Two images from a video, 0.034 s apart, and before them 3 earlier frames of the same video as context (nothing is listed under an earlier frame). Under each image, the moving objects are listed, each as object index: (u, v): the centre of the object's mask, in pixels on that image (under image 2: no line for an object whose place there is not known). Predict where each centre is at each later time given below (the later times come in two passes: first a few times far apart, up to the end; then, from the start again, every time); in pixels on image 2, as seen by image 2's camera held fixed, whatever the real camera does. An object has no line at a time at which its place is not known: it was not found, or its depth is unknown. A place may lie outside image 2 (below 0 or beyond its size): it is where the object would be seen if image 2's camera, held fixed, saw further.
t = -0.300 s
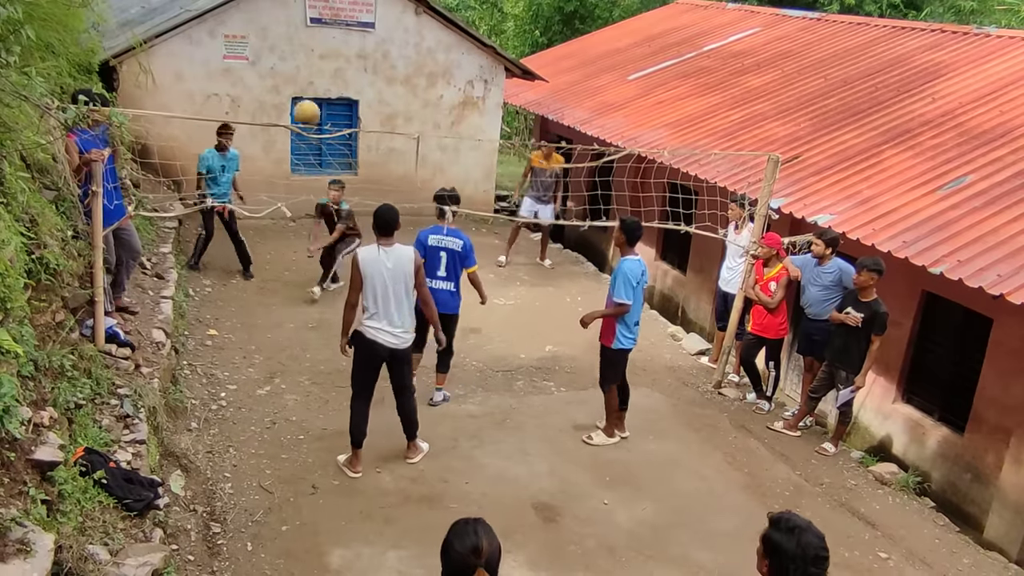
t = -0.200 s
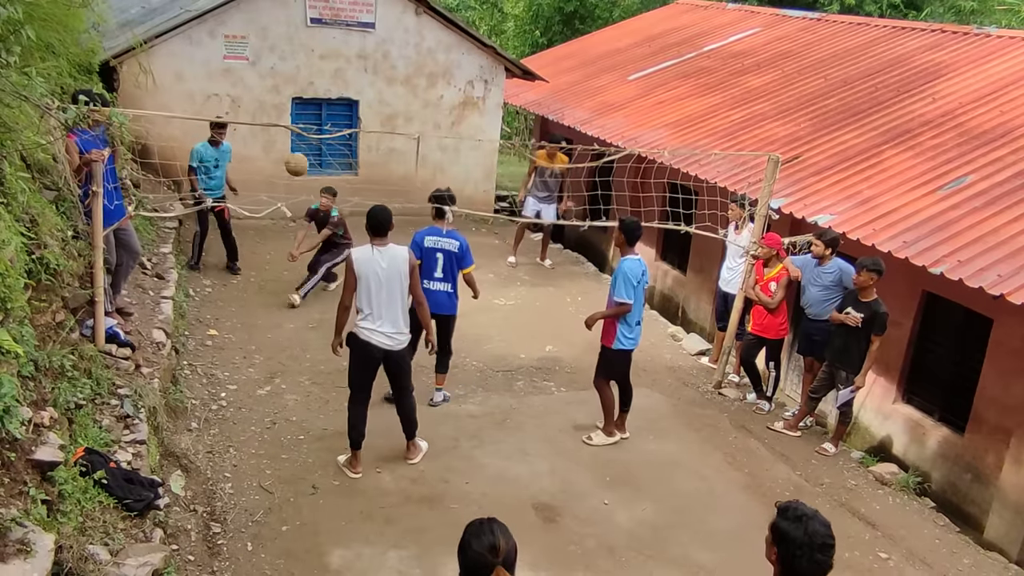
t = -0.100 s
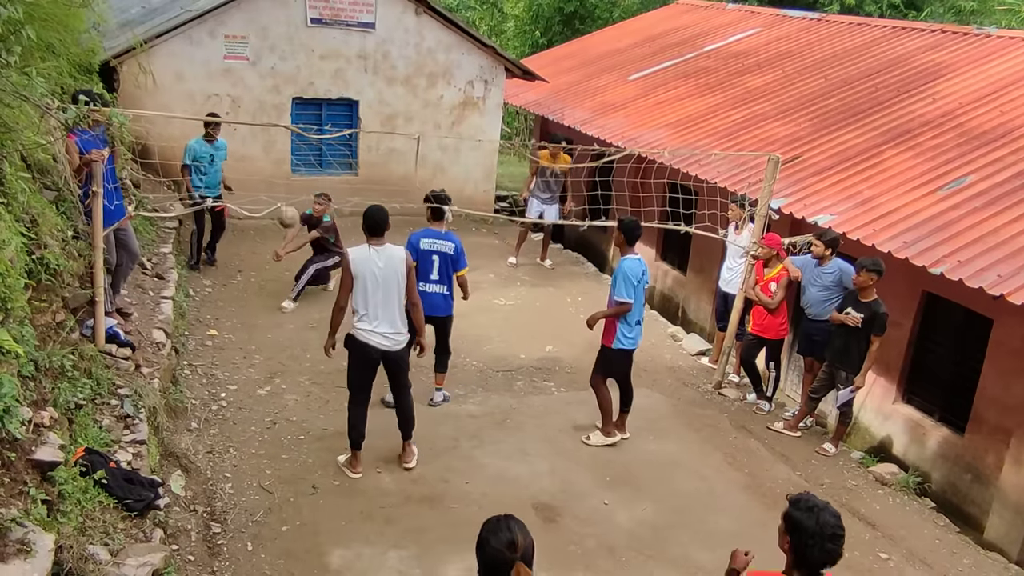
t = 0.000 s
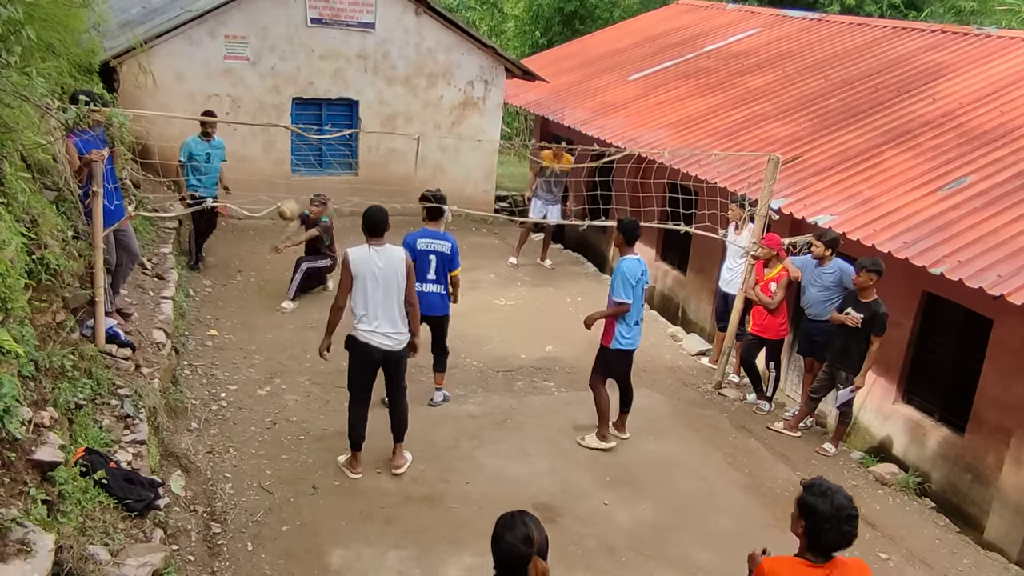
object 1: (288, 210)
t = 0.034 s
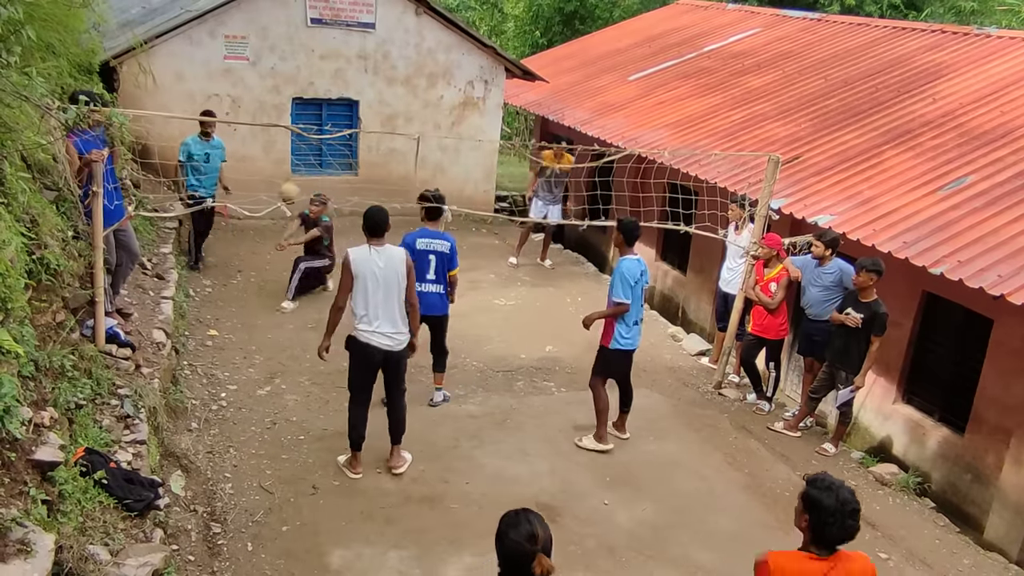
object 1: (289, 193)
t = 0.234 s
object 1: (299, 111)
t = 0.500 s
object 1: (313, 60)
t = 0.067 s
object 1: (291, 178)
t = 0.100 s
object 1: (292, 163)
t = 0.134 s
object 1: (293, 148)
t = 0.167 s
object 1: (296, 135)
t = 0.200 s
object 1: (297, 122)
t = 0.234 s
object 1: (299, 111)
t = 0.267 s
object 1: (300, 101)
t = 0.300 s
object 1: (301, 91)
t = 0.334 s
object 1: (303, 83)
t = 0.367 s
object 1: (305, 76)
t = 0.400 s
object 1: (307, 72)
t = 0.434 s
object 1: (309, 66)
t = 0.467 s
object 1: (311, 62)
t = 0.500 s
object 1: (313, 60)
